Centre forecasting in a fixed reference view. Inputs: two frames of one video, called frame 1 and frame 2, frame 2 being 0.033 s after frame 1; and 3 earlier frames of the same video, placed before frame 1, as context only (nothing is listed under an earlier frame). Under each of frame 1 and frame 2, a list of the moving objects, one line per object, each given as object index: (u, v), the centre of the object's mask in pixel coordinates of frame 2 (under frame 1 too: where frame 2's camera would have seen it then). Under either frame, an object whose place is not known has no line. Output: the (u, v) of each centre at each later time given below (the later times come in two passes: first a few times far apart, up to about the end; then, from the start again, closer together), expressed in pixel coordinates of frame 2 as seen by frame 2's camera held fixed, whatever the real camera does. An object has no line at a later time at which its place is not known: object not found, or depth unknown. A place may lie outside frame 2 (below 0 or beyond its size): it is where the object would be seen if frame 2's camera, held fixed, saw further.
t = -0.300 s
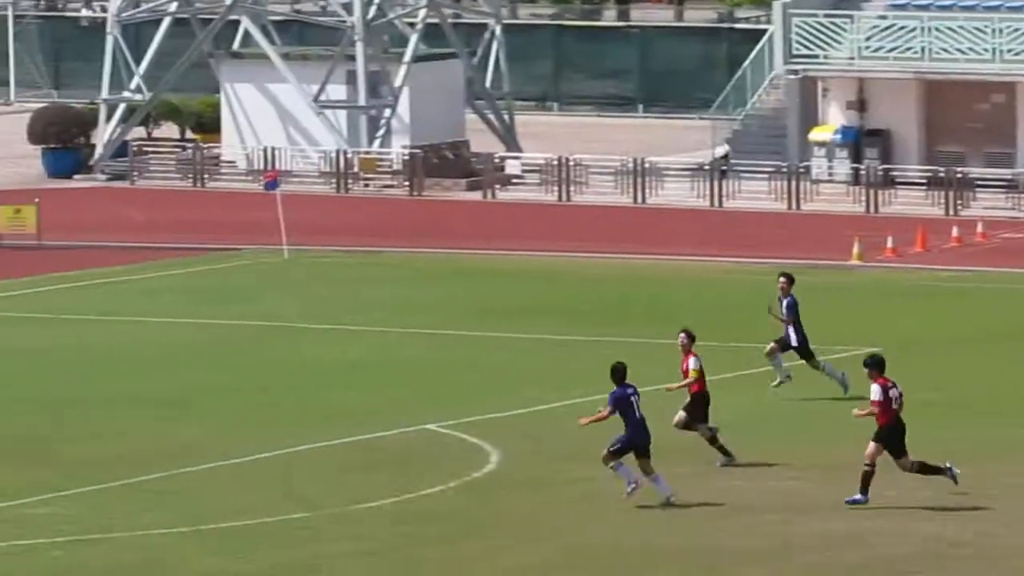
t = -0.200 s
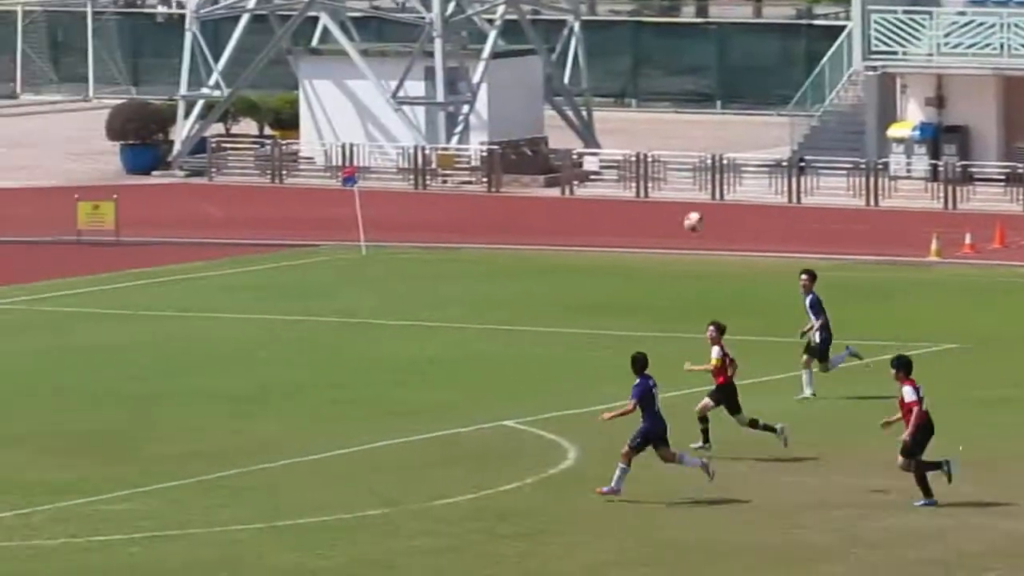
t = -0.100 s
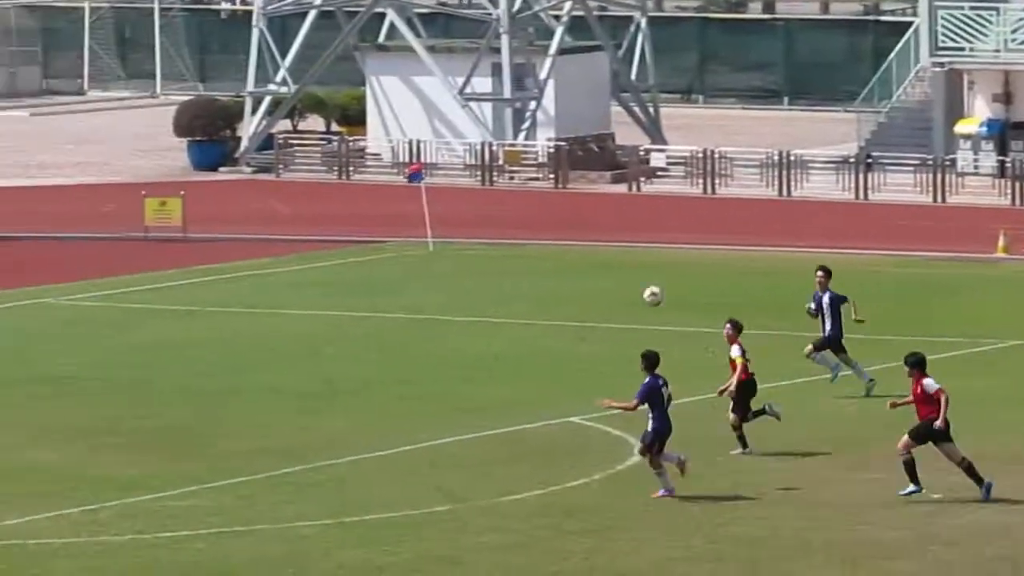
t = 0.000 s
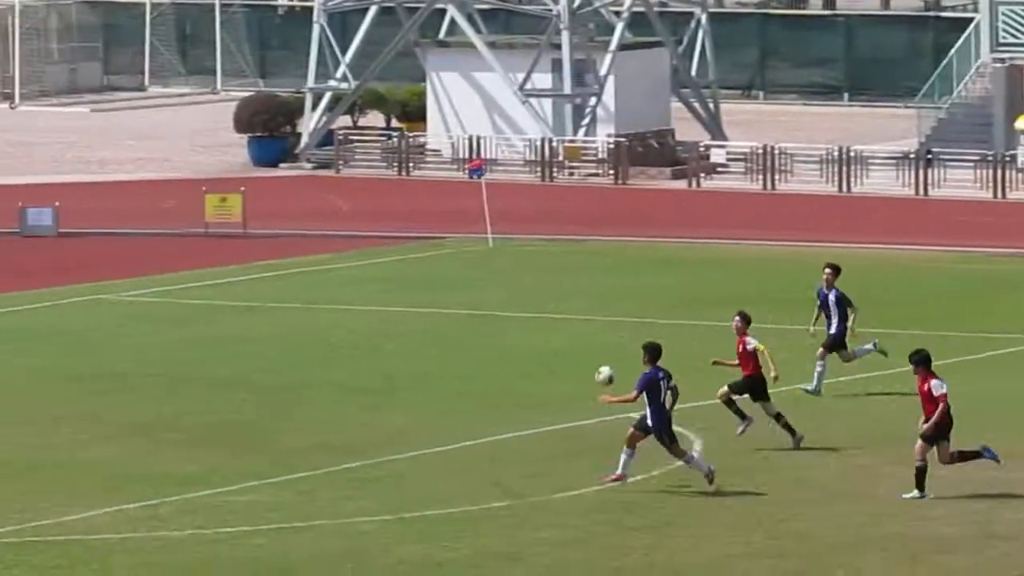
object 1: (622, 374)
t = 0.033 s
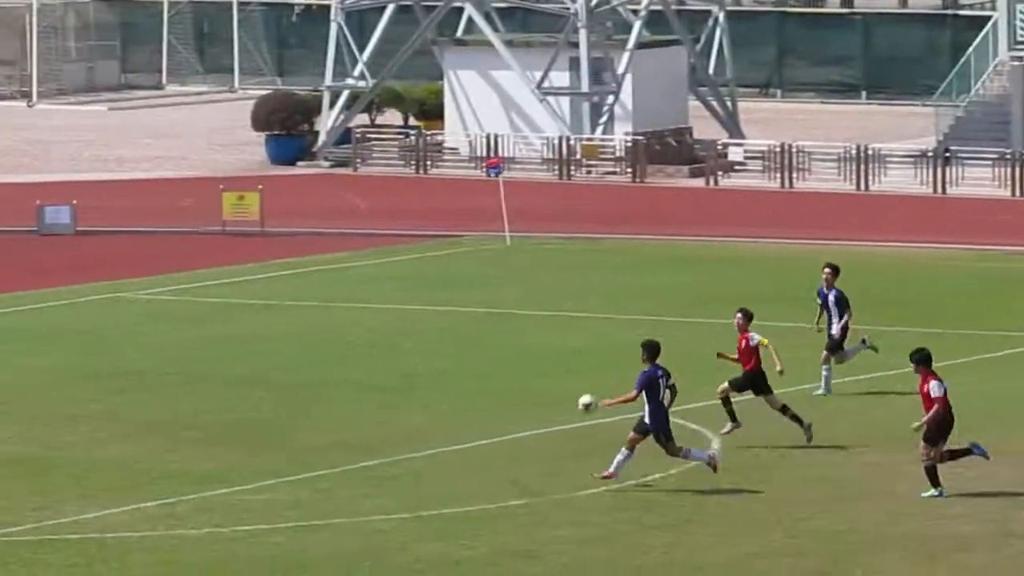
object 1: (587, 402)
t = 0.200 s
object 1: (460, 428)
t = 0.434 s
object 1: (359, 304)
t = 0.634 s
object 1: (270, 237)
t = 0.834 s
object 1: (179, 208)
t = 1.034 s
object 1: (87, 214)
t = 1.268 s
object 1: (-22, 266)
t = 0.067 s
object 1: (551, 433)
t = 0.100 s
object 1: (515, 463)
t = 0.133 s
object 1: (489, 473)
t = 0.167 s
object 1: (474, 450)
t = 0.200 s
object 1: (460, 428)
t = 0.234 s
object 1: (445, 408)
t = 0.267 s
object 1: (431, 387)
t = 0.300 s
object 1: (417, 369)
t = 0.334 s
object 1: (403, 351)
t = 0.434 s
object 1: (359, 304)
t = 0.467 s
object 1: (347, 291)
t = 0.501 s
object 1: (331, 279)
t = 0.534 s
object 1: (316, 267)
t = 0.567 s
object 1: (301, 257)
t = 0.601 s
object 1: (286, 246)
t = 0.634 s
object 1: (270, 237)
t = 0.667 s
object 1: (256, 230)
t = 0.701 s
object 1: (241, 224)
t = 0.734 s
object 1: (225, 219)
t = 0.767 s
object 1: (209, 215)
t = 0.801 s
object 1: (194, 211)
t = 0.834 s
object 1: (179, 208)
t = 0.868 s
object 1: (163, 208)
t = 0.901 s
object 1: (148, 206)
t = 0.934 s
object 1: (133, 207)
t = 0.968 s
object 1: (117, 208)
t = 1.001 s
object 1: (102, 210)
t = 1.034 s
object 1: (87, 214)
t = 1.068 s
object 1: (70, 217)
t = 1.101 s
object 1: (55, 224)
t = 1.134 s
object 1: (39, 230)
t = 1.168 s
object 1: (25, 237)
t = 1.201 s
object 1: (8, 246)
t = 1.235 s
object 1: (-7, 255)
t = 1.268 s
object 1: (-22, 266)
